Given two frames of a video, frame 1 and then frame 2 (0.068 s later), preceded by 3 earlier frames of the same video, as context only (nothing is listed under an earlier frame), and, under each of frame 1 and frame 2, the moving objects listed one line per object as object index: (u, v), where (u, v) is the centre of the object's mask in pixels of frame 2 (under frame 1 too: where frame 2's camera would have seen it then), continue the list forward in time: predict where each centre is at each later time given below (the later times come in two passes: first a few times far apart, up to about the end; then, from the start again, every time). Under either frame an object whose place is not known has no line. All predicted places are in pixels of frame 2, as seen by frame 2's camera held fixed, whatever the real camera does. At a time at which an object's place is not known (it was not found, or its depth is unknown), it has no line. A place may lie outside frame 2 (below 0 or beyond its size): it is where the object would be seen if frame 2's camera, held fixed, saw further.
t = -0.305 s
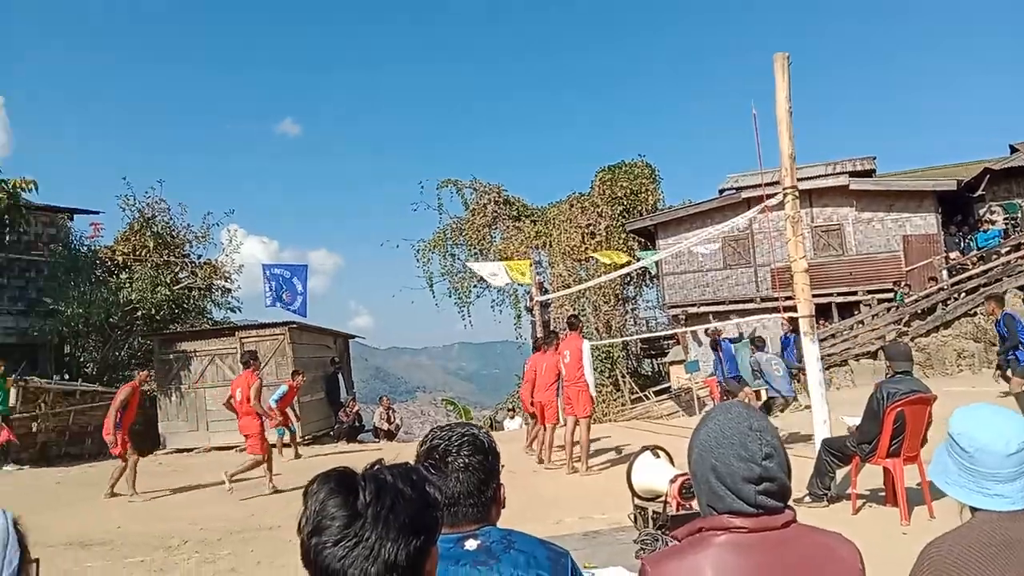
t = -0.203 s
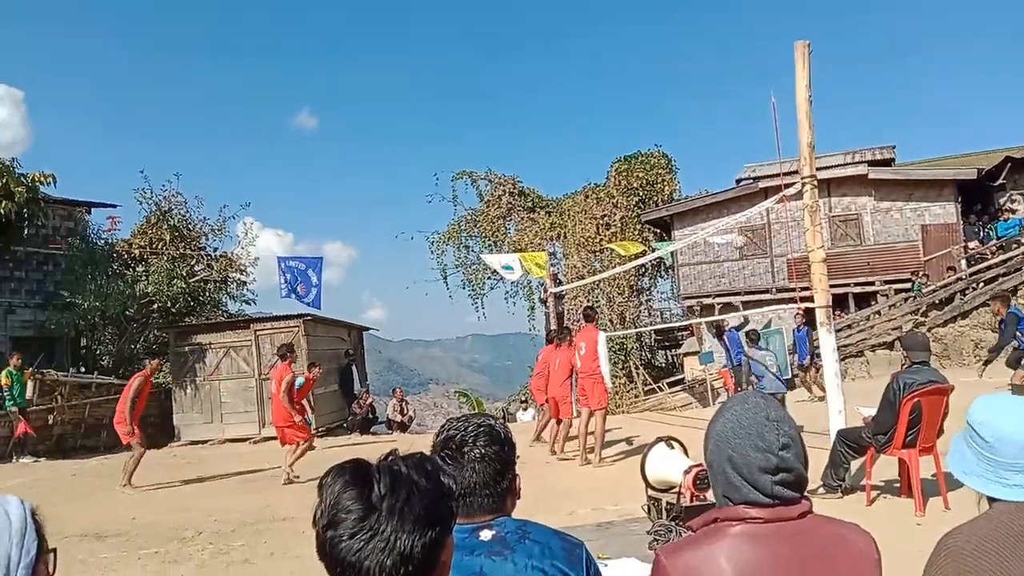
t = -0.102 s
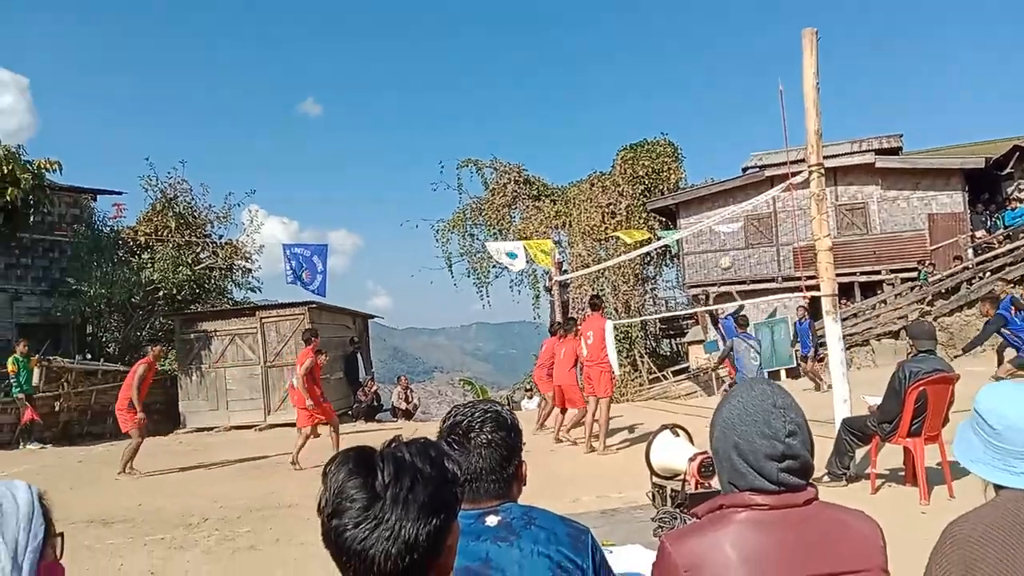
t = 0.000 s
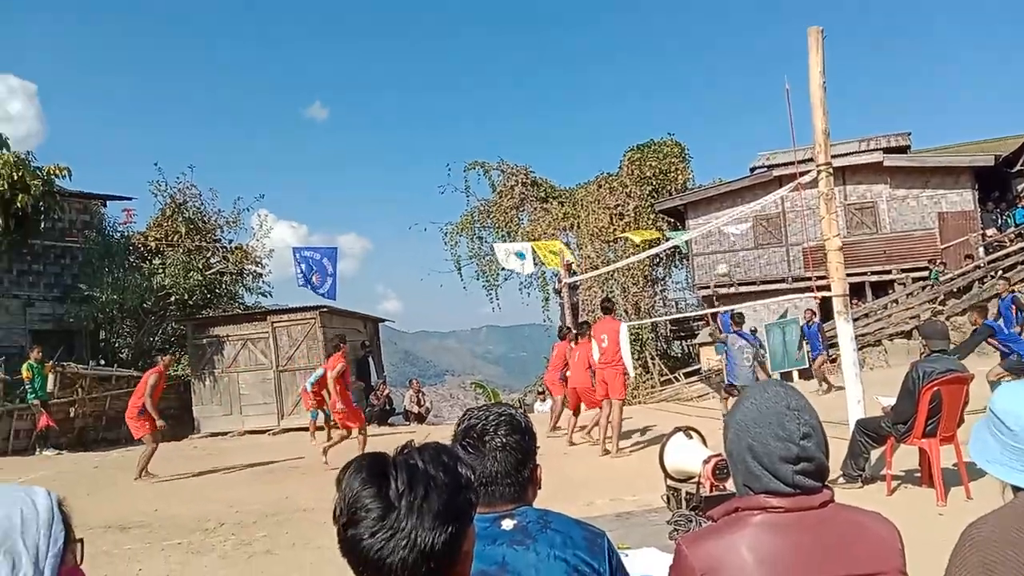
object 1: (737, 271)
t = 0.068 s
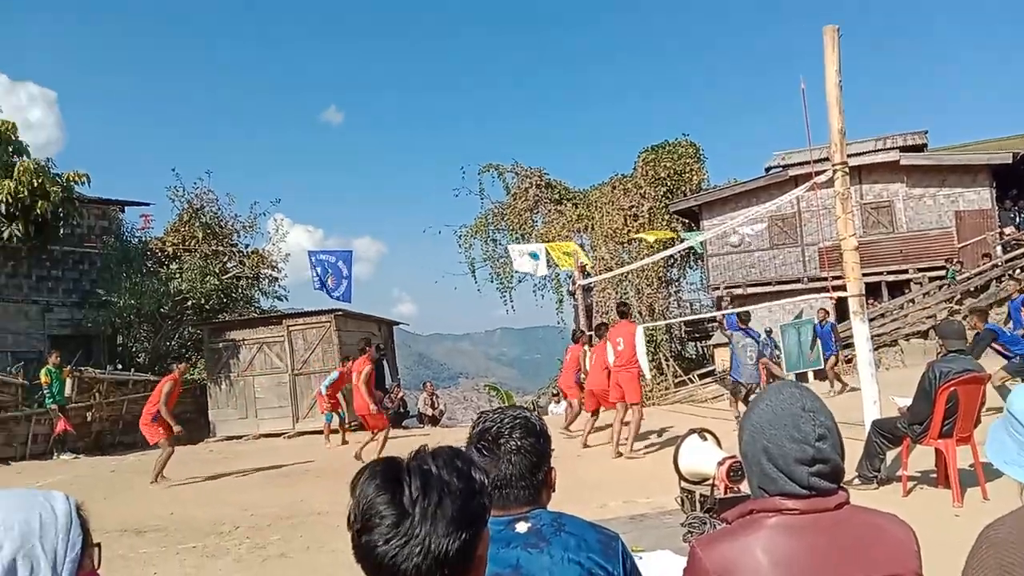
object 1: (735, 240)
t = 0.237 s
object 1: (732, 174)
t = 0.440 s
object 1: (729, 115)
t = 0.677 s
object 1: (735, 77)
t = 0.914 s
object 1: (738, 76)
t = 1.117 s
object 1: (750, 112)
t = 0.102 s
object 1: (735, 230)
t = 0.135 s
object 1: (733, 212)
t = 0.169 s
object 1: (732, 199)
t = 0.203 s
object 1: (732, 186)
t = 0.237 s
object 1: (732, 174)
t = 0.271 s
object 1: (731, 163)
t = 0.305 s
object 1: (730, 152)
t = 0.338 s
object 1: (730, 142)
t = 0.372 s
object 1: (730, 132)
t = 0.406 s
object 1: (730, 123)
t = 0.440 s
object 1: (729, 115)
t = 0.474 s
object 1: (730, 107)
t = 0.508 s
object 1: (731, 101)
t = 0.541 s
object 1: (731, 94)
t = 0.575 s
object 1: (731, 89)
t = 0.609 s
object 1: (731, 85)
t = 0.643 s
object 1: (733, 81)
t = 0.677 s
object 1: (735, 77)
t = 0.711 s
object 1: (734, 75)
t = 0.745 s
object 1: (734, 73)
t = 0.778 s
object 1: (735, 72)
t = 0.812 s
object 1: (738, 72)
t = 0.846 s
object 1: (739, 72)
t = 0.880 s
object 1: (738, 73)
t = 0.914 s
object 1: (738, 76)
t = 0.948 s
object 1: (740, 80)
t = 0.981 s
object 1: (743, 85)
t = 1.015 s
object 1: (745, 90)
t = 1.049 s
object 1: (746, 96)
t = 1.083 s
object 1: (748, 104)
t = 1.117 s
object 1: (750, 112)
